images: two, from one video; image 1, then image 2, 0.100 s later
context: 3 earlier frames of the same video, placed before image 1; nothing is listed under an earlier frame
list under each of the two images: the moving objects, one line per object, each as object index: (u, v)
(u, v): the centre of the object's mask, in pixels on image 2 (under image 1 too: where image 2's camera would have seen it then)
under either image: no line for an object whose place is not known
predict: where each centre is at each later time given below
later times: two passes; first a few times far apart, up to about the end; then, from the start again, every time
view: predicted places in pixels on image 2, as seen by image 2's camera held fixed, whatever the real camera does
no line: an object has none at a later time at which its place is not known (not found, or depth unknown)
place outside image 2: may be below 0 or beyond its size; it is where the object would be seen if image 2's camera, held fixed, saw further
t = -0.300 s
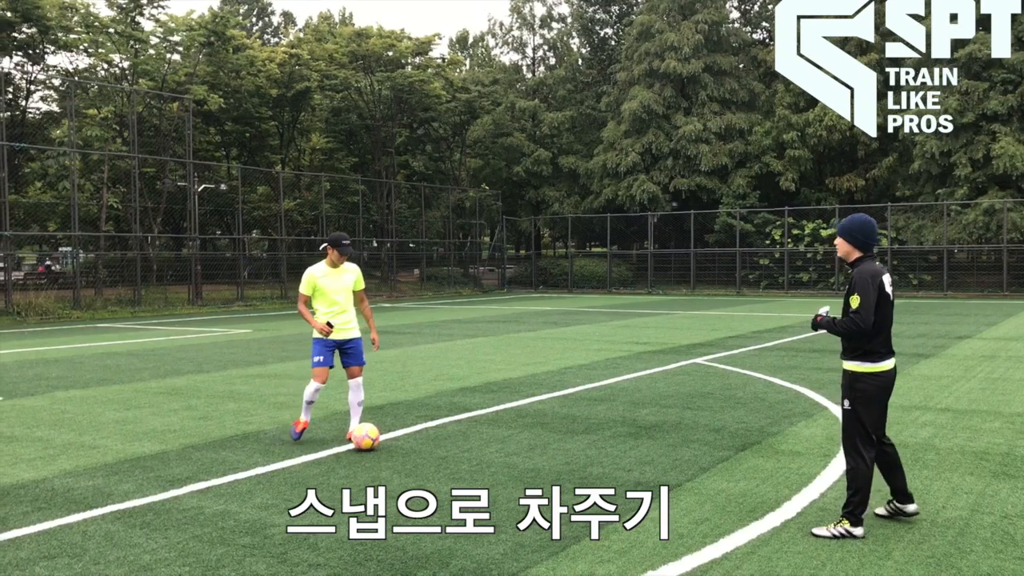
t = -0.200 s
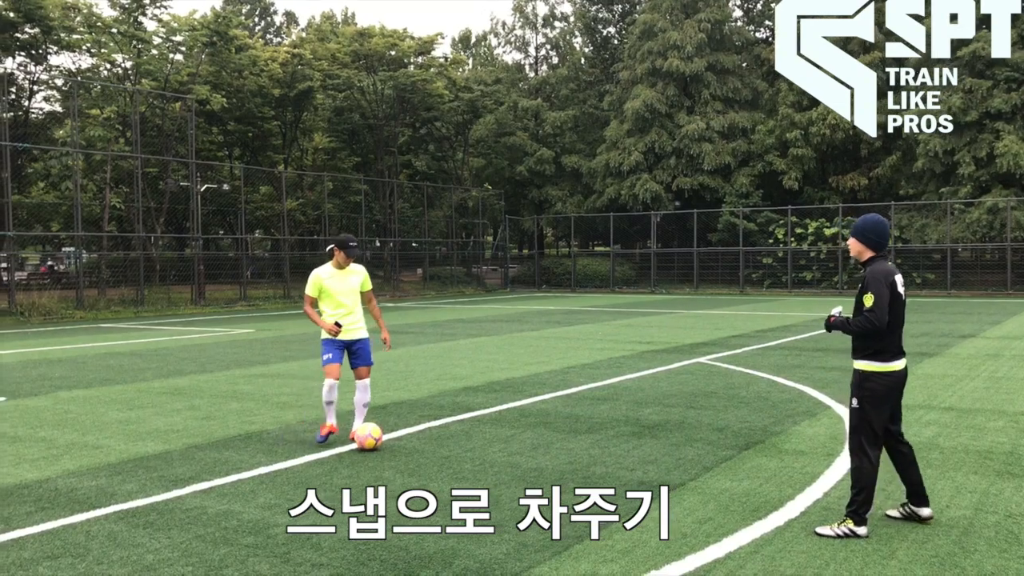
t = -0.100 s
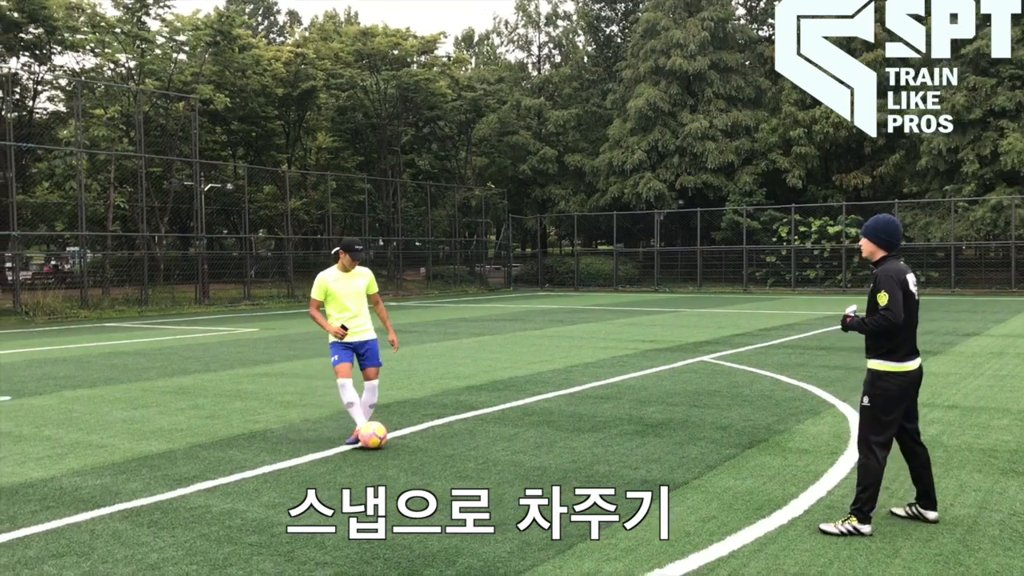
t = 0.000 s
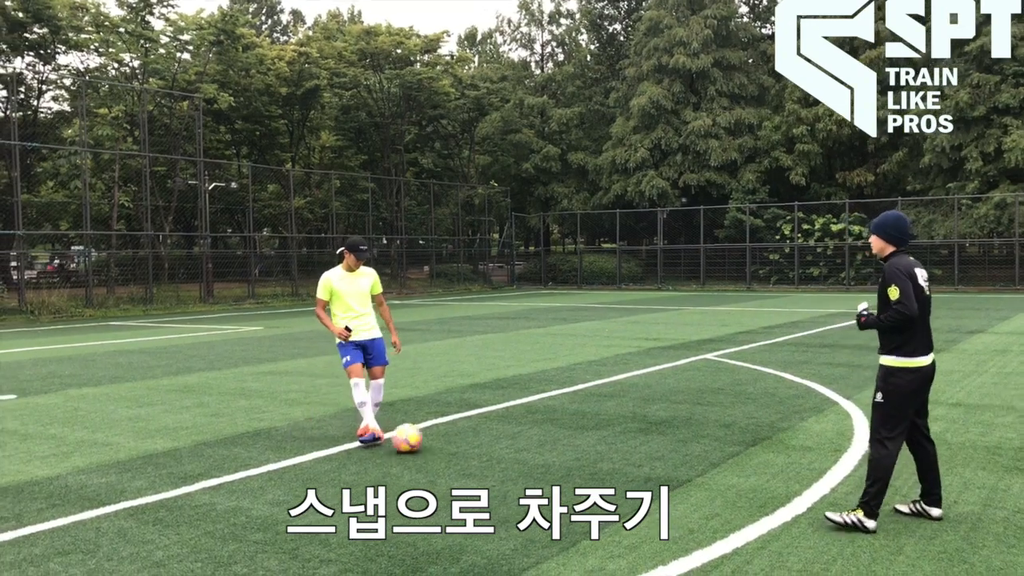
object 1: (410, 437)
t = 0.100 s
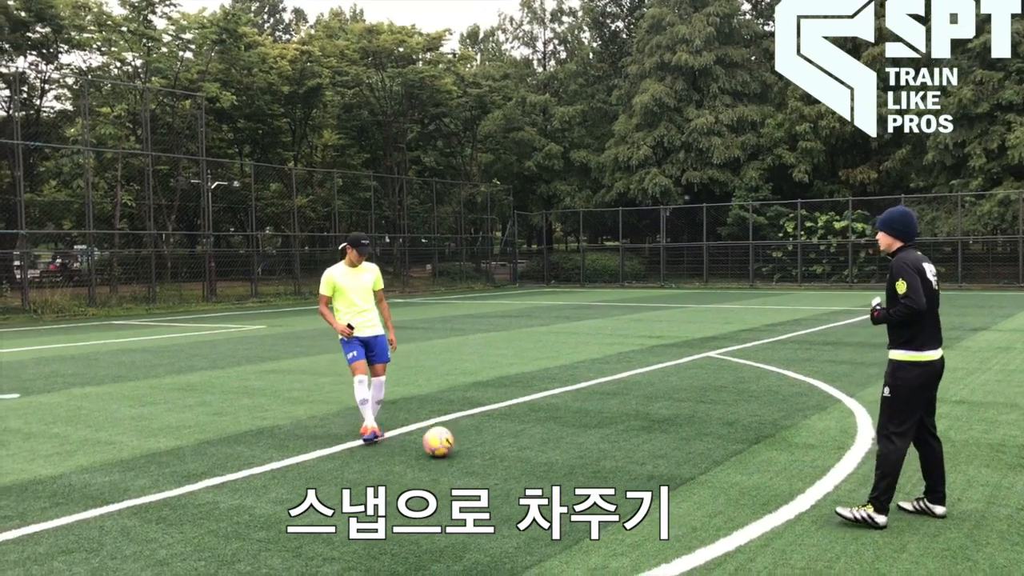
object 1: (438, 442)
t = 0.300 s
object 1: (487, 452)
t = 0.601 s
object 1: (555, 466)
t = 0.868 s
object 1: (619, 478)
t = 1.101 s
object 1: (679, 492)
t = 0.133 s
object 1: (447, 444)
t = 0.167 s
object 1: (456, 446)
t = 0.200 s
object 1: (464, 447)
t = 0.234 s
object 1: (471, 449)
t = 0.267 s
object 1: (479, 451)
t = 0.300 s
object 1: (487, 452)
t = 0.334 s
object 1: (494, 453)
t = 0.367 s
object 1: (502, 455)
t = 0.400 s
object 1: (509, 456)
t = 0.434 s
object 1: (516, 458)
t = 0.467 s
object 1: (524, 459)
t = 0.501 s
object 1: (531, 461)
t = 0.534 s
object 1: (539, 462)
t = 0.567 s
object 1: (547, 464)
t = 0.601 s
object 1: (555, 466)
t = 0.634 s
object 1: (563, 467)
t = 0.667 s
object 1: (570, 469)
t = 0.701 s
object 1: (578, 470)
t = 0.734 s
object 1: (586, 472)
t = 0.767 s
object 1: (594, 474)
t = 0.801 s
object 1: (602, 475)
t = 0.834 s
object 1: (610, 477)
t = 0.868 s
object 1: (619, 478)
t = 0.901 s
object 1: (627, 480)
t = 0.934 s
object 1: (636, 482)
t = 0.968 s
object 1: (644, 484)
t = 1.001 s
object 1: (652, 485)
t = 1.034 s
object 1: (661, 487)
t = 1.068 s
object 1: (670, 490)
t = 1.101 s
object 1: (679, 492)
